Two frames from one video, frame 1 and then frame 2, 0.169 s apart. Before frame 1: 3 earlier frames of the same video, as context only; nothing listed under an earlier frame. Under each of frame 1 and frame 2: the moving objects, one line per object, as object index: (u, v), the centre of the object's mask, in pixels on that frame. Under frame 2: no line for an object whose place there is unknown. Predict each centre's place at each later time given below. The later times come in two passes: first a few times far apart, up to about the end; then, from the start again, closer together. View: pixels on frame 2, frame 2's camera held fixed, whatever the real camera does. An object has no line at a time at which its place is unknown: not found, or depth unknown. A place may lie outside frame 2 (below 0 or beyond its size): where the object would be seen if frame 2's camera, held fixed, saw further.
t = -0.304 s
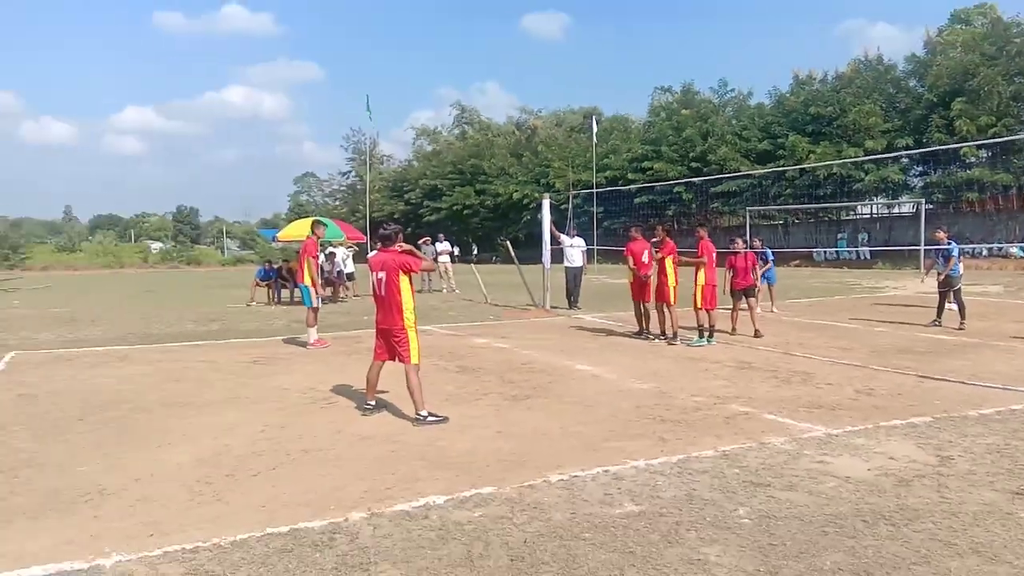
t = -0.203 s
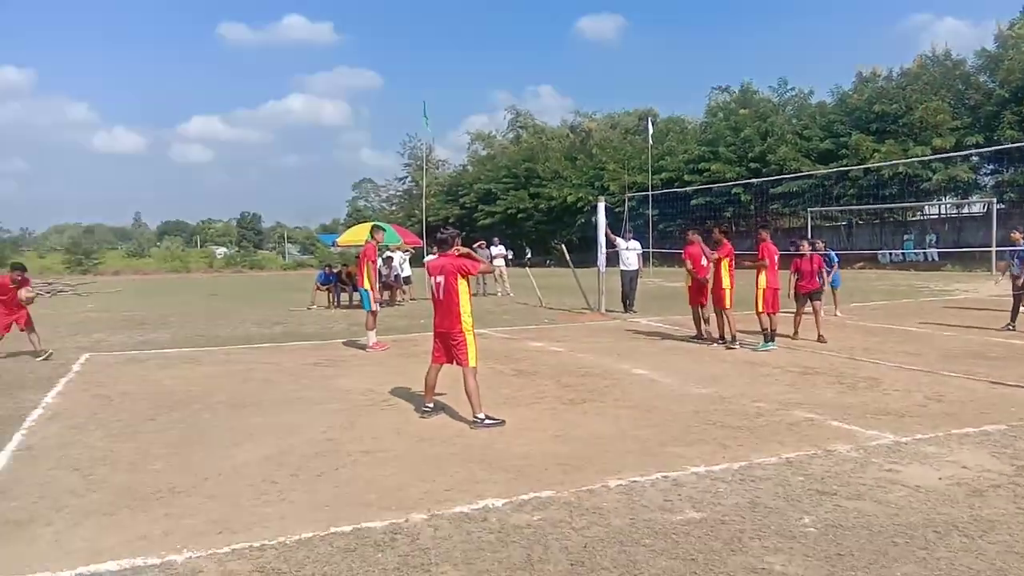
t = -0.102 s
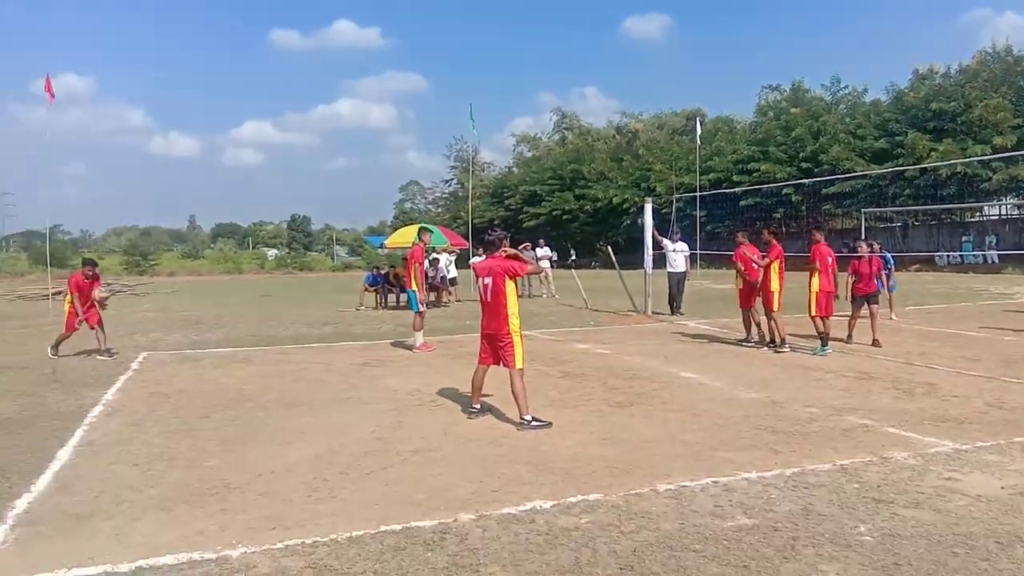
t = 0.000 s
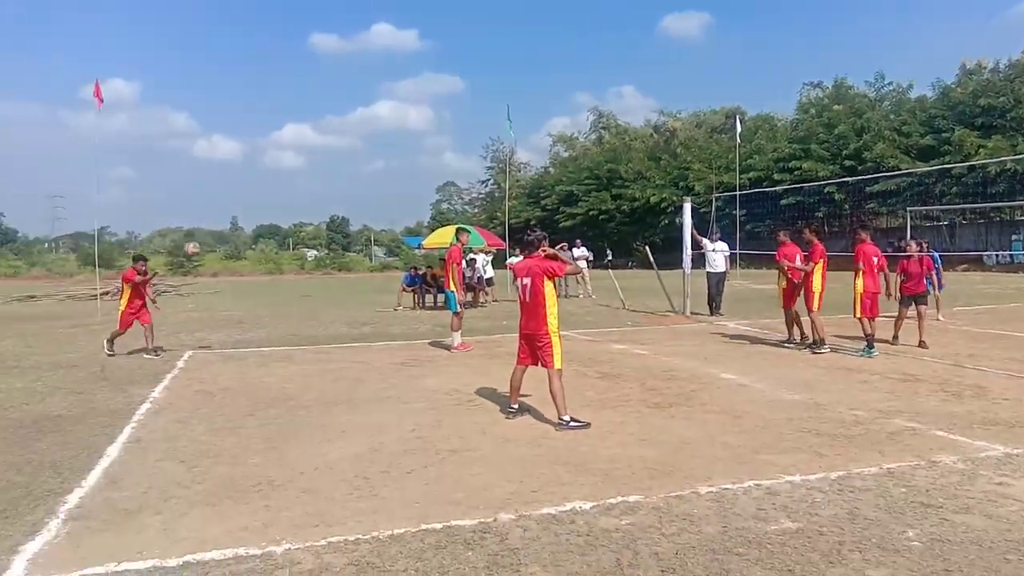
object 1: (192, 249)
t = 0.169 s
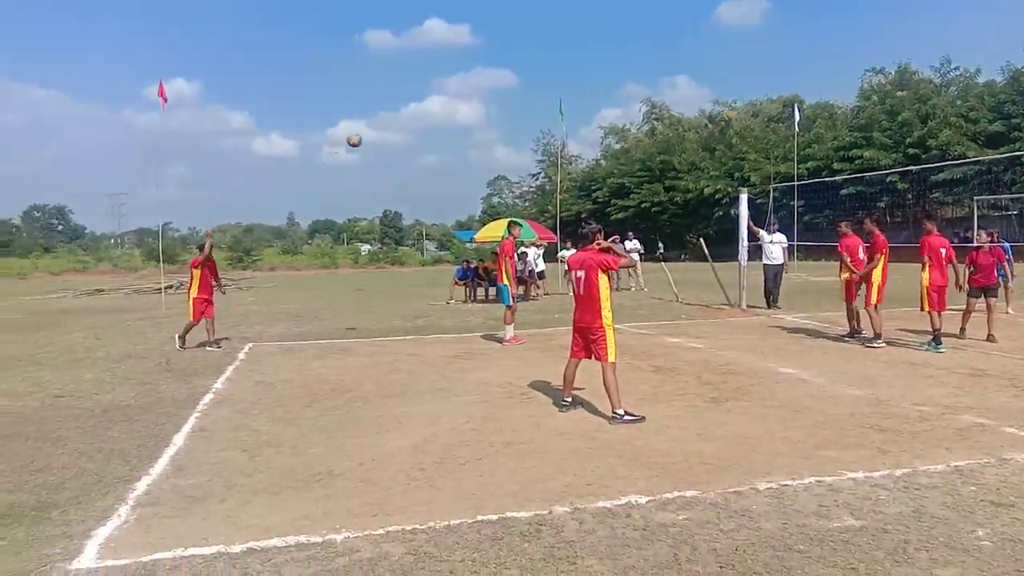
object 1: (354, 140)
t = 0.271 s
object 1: (416, 89)
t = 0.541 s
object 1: (585, -14)
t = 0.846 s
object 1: (758, -63)
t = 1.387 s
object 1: (1042, 25)
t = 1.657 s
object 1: (1170, 142)
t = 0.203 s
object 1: (375, 122)
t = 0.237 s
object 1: (395, 105)
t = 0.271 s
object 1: (416, 89)
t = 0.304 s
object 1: (438, 71)
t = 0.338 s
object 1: (461, 55)
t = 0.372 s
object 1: (482, 43)
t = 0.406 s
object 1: (504, 29)
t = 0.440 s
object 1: (525, 16)
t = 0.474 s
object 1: (545, 6)
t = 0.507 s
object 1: (565, -5)
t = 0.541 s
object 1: (585, -14)
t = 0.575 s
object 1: (604, -22)
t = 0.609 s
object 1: (624, -30)
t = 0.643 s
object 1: (644, -37)
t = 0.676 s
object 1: (663, -44)
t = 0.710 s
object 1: (683, -49)
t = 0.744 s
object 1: (702, -54)
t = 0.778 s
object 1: (720, -58)
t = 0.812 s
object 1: (739, -60)
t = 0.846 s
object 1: (758, -63)
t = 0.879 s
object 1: (777, -64)
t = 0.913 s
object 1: (795, -64)
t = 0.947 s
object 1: (814, -63)
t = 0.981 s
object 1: (833, -61)
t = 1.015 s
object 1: (851, -59)
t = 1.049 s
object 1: (869, -55)
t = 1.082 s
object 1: (887, -51)
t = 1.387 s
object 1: (1042, 25)
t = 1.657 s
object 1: (1170, 142)
